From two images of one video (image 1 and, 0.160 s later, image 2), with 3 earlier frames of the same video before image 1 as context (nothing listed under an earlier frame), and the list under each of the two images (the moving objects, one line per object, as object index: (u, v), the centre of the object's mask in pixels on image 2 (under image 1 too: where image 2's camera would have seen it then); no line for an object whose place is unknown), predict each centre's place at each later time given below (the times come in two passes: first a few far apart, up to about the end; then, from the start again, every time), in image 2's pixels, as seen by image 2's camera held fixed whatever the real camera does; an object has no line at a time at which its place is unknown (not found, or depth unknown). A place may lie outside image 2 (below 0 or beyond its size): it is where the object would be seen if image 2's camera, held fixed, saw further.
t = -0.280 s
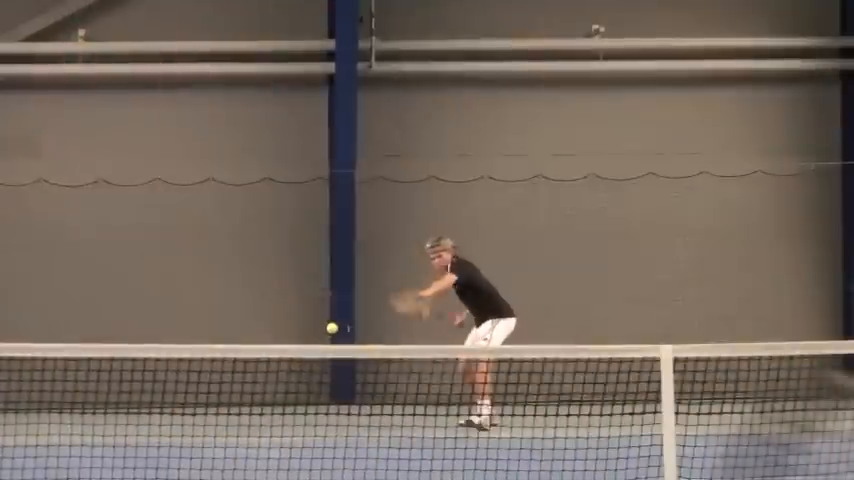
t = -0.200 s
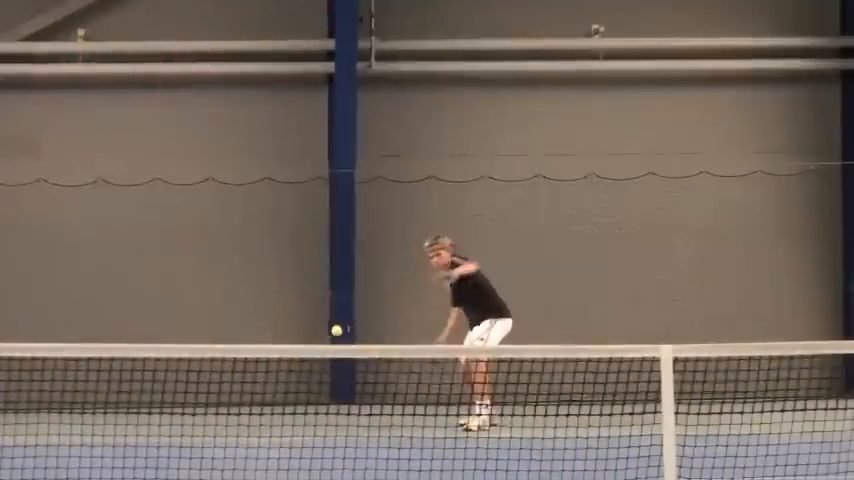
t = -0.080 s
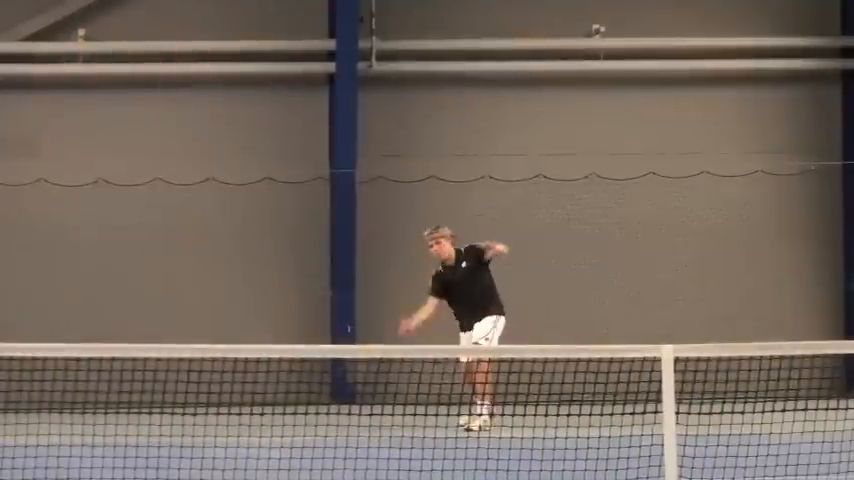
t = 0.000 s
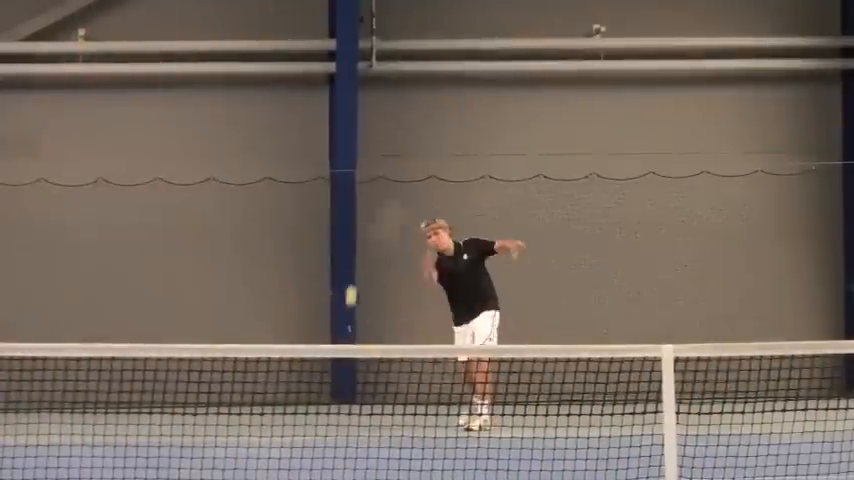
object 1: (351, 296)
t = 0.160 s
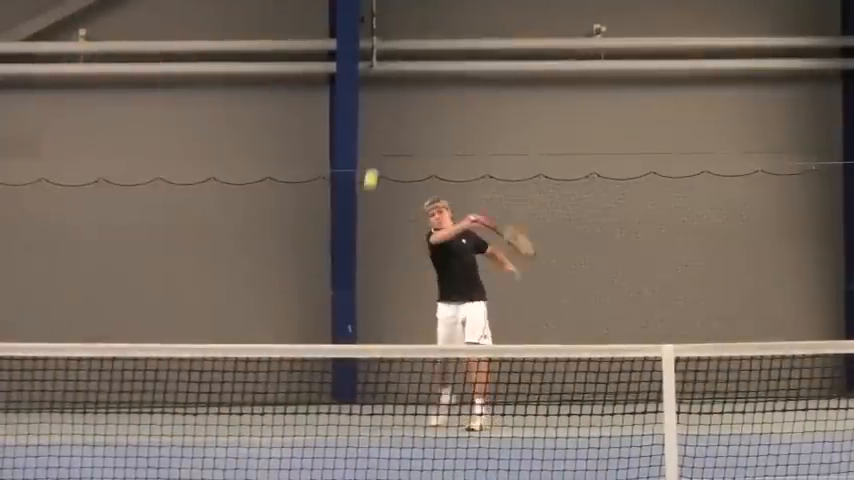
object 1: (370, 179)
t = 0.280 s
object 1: (391, 108)
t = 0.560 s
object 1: (475, 44)
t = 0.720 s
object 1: (566, 142)
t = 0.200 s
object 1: (376, 153)
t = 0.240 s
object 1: (384, 130)
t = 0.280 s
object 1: (391, 108)
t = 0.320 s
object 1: (400, 89)
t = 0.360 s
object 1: (409, 73)
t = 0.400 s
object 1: (420, 57)
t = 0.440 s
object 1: (432, 49)
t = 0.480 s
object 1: (445, 42)
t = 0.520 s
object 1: (458, 40)
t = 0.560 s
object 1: (475, 44)
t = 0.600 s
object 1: (493, 53)
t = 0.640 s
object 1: (514, 73)
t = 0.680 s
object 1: (537, 101)
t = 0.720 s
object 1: (566, 142)
